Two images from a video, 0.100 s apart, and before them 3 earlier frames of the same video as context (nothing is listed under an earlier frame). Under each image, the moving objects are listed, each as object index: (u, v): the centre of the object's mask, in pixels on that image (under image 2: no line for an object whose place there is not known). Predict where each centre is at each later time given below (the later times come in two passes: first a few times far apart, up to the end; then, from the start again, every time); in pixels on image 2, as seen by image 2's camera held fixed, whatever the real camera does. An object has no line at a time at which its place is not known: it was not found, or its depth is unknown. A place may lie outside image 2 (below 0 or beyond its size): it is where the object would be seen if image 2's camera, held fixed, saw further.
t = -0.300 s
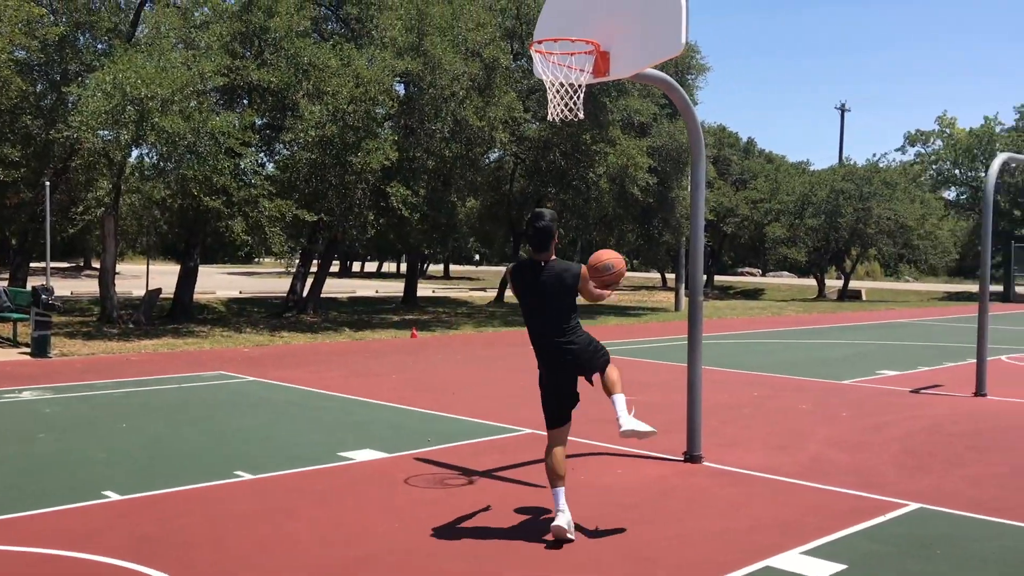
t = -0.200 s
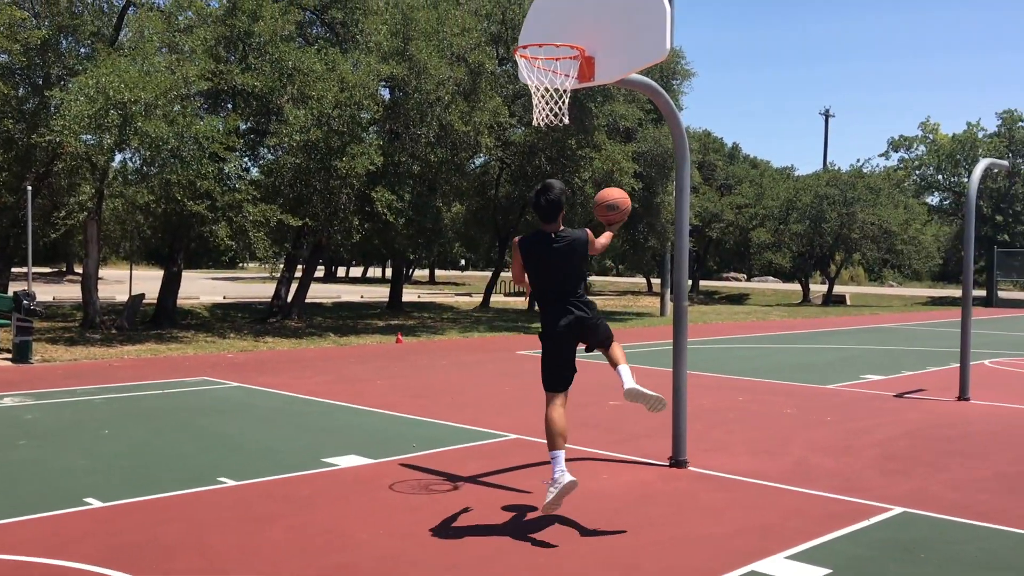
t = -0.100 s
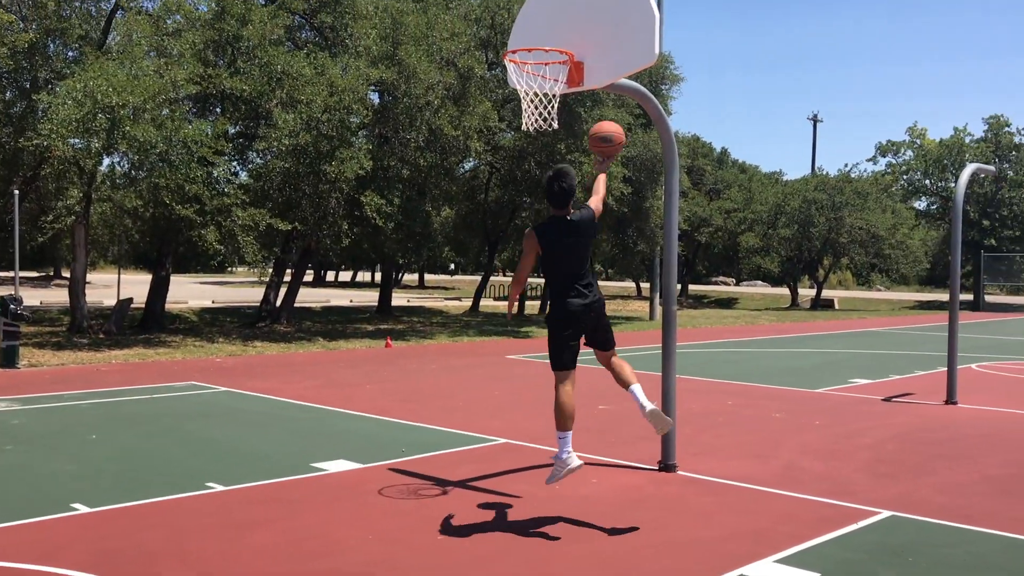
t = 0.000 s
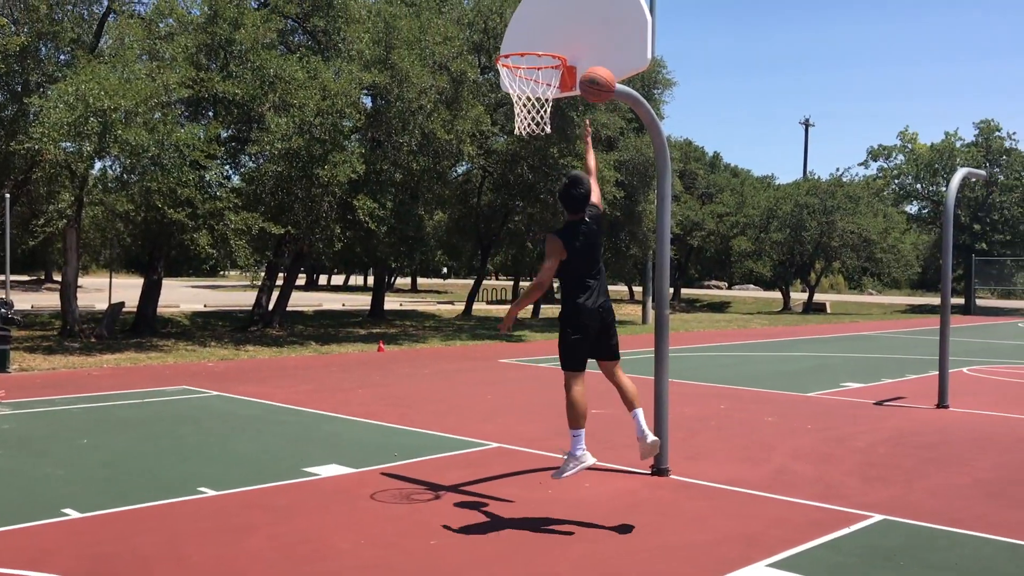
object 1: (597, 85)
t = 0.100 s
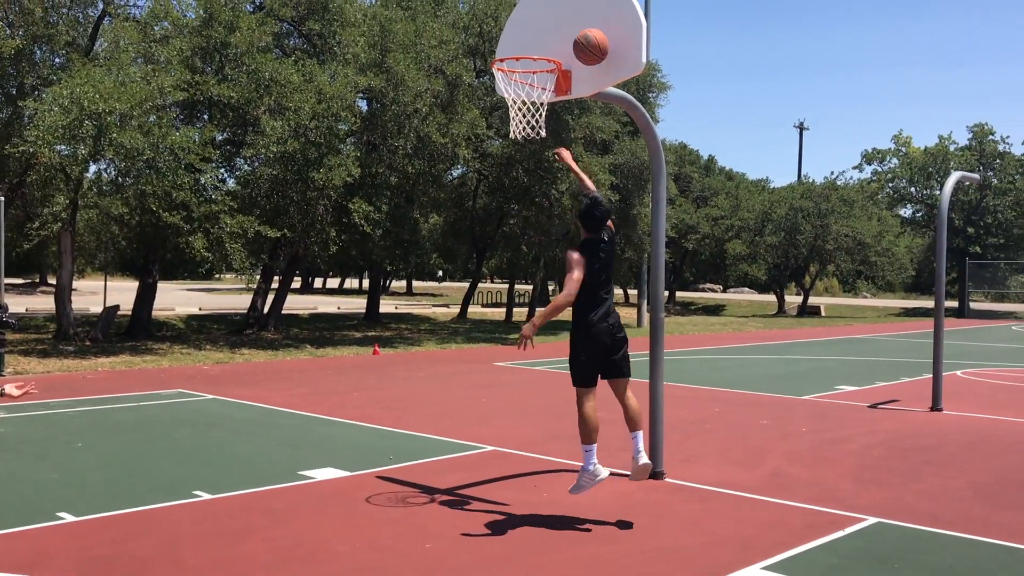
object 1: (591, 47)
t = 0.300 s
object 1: (574, 12)
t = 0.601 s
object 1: (535, 70)
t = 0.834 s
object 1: (516, 170)
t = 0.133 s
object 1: (590, 36)
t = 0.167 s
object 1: (590, 28)
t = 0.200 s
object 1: (587, 21)
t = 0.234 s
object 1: (582, 16)
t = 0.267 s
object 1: (578, 13)
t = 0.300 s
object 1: (574, 12)
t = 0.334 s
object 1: (569, 12)
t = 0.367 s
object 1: (565, 13)
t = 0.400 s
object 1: (561, 16)
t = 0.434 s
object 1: (556, 21)
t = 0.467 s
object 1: (552, 27)
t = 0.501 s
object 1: (548, 35)
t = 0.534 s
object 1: (543, 43)
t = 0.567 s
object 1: (539, 57)
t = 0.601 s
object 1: (535, 70)
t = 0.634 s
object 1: (531, 85)
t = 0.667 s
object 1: (528, 100)
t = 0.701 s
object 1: (524, 111)
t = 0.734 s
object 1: (522, 125)
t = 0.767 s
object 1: (521, 138)
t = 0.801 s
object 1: (519, 153)
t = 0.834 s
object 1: (516, 170)
